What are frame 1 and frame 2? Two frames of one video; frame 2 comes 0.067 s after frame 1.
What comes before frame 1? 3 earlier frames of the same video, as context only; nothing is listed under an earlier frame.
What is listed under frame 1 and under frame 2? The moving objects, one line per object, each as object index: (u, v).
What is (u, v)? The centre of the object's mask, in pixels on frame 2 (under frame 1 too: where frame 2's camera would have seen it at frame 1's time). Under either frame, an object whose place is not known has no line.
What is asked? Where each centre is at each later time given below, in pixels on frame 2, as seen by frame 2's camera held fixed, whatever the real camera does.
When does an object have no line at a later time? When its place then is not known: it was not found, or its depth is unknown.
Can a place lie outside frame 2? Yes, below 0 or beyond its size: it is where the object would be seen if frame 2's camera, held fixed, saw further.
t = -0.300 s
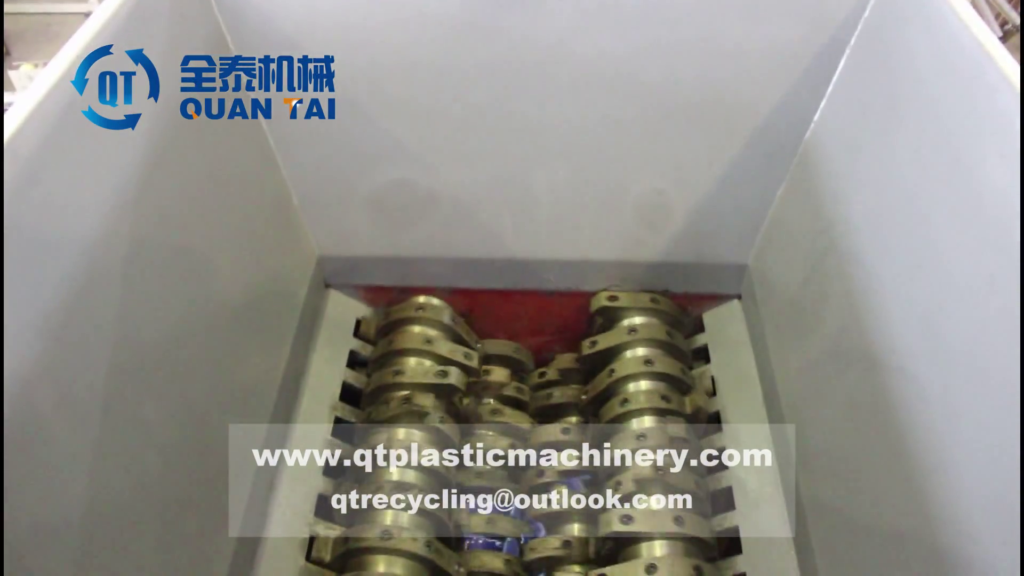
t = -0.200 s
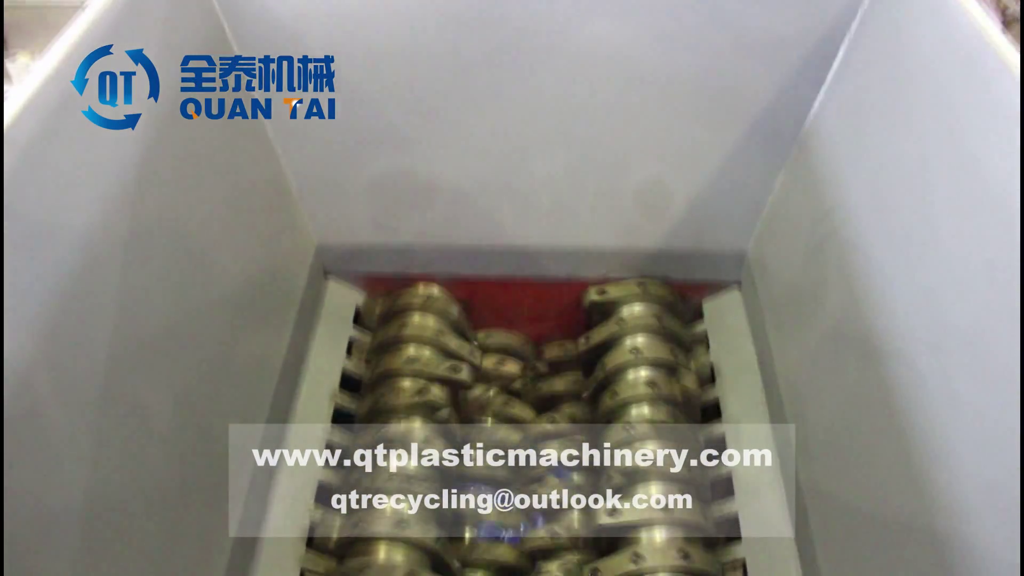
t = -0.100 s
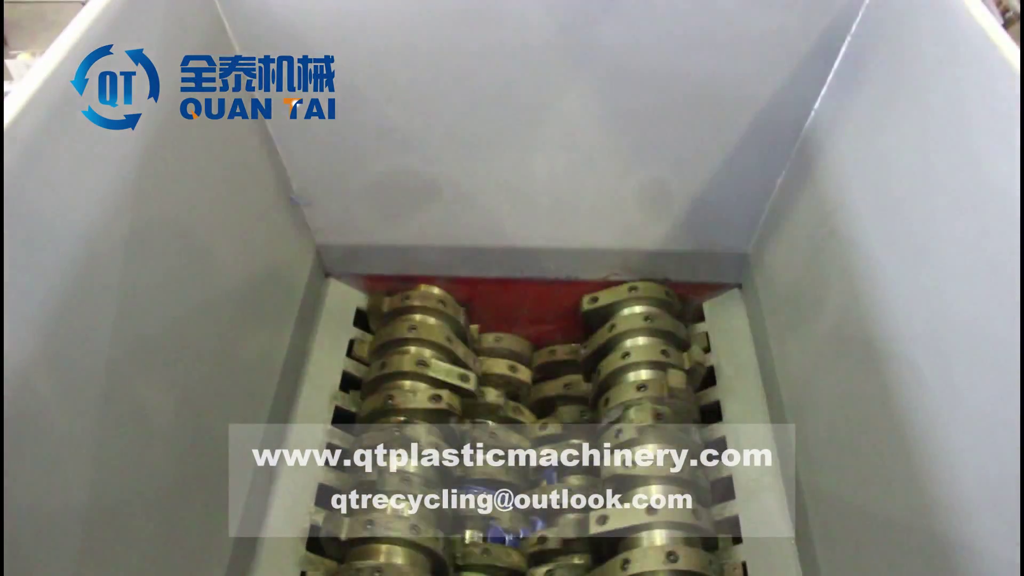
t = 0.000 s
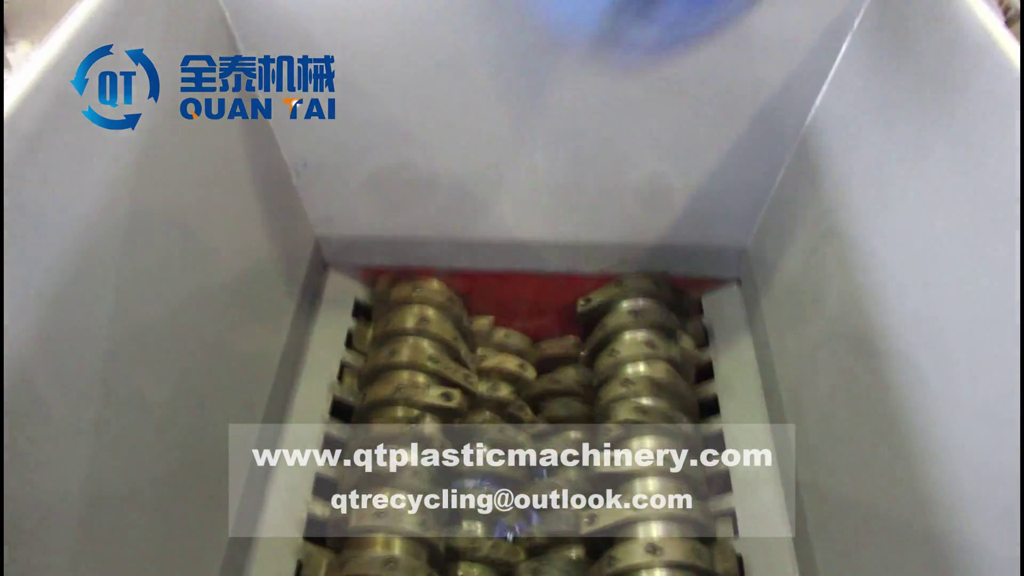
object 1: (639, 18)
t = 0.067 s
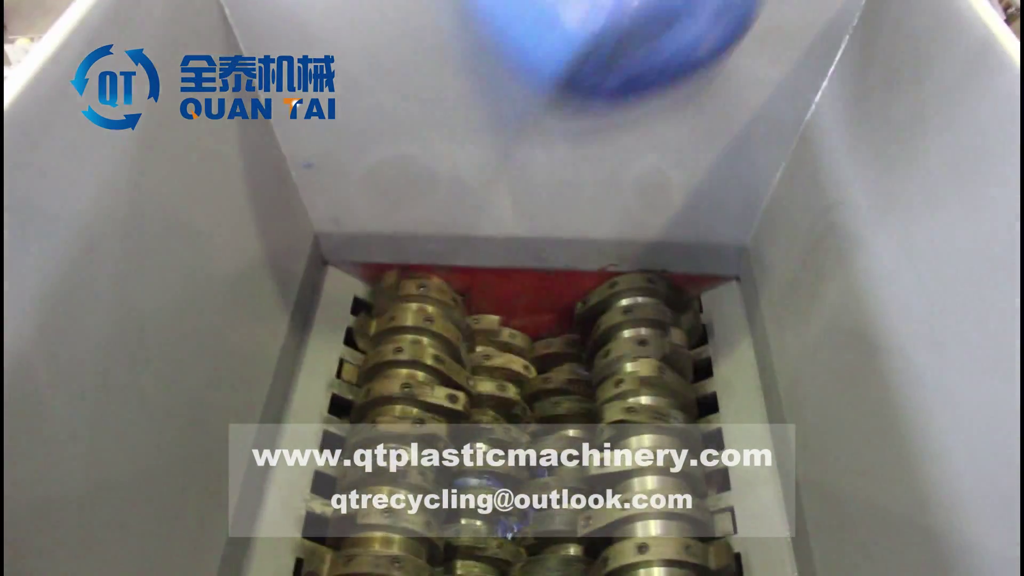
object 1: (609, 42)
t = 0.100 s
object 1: (585, 60)
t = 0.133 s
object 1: (563, 72)
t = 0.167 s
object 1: (550, 78)
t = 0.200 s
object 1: (537, 84)
